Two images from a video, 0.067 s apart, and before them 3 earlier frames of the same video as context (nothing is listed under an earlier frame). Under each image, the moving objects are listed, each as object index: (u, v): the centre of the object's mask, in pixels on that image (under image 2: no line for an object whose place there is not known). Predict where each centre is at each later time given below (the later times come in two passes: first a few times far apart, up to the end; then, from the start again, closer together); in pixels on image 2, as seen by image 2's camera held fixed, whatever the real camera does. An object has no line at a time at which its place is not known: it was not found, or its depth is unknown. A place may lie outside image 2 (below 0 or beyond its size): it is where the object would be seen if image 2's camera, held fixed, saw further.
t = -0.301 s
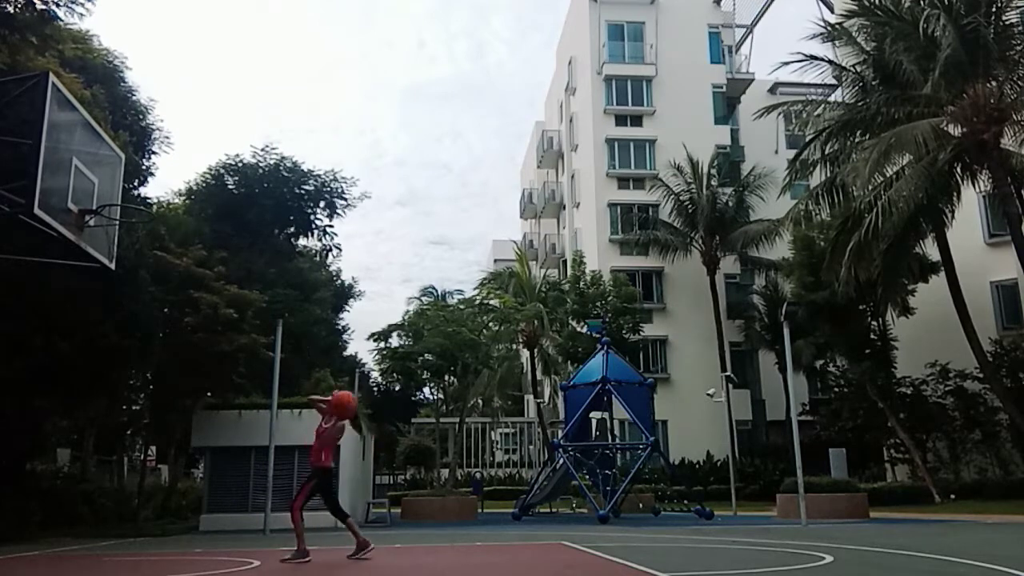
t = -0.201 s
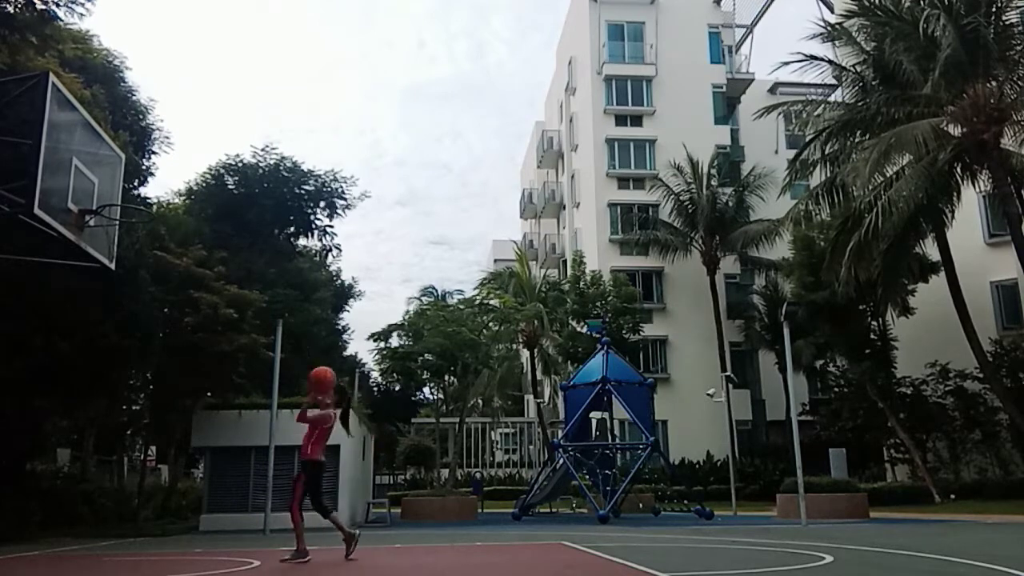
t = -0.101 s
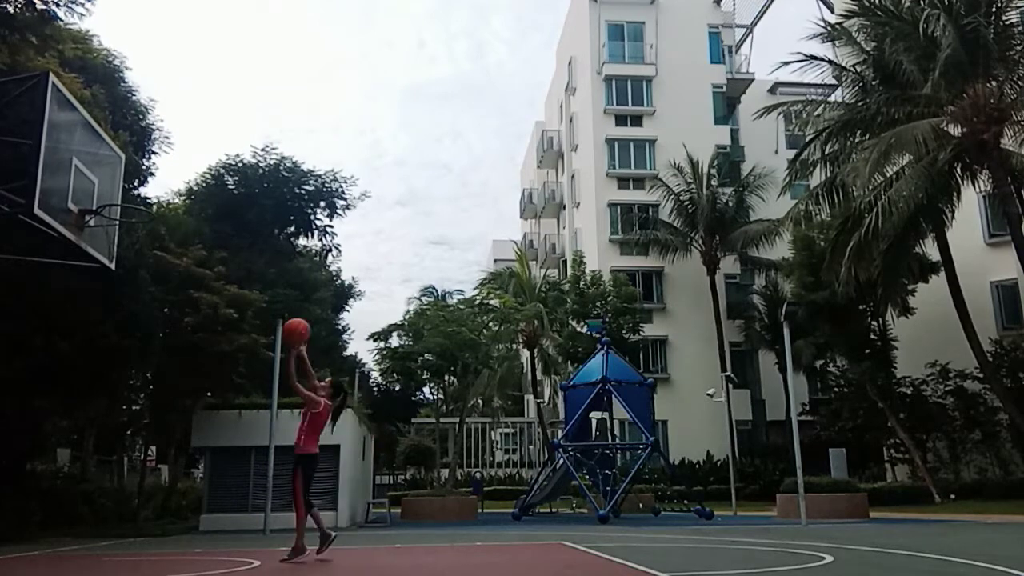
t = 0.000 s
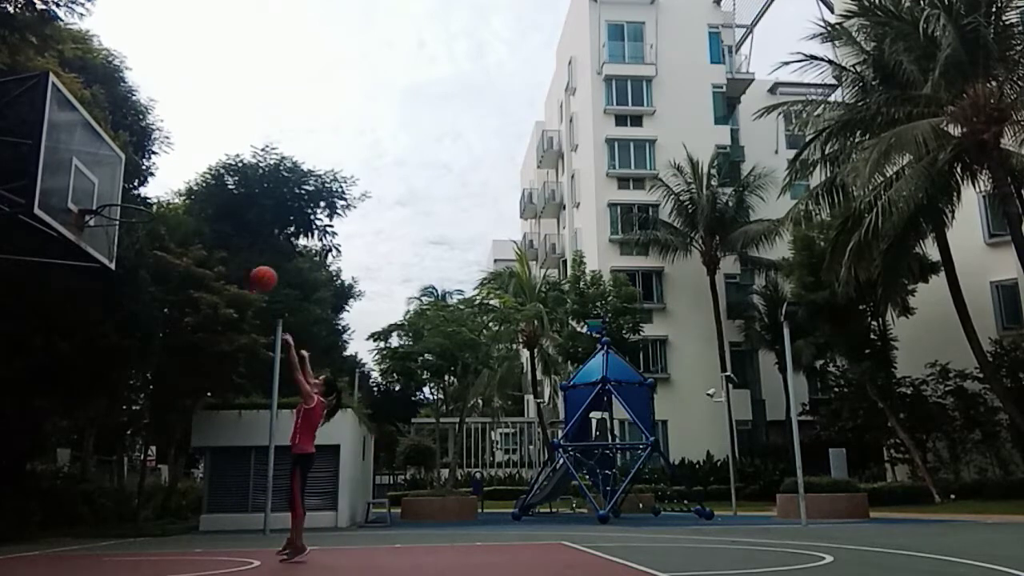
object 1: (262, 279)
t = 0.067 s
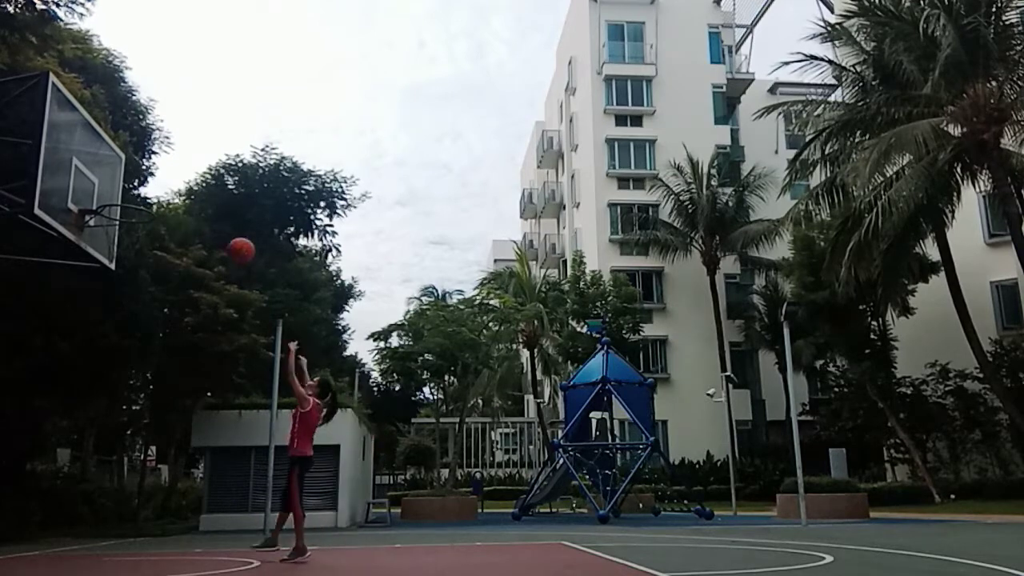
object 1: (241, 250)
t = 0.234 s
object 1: (185, 202)
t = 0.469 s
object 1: (104, 182)
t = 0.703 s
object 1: (136, 213)
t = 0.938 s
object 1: (107, 234)
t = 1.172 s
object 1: (115, 271)
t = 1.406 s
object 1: (116, 368)
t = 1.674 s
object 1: (112, 548)
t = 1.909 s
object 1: (141, 432)
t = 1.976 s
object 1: (148, 411)
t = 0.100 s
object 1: (230, 238)
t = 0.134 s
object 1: (218, 227)
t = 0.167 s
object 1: (208, 217)
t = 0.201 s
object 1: (195, 208)
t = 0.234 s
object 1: (185, 202)
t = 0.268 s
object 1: (173, 196)
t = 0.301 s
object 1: (161, 190)
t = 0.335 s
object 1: (151, 186)
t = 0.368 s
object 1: (139, 183)
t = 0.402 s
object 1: (127, 181)
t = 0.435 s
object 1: (115, 181)
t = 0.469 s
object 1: (104, 182)
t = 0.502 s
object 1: (96, 184)
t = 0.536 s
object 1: (105, 187)
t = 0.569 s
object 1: (114, 191)
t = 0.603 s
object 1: (123, 195)
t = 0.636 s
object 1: (131, 199)
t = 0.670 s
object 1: (139, 211)
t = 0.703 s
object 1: (136, 213)
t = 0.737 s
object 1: (127, 217)
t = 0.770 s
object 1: (120, 220)
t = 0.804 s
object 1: (113, 226)
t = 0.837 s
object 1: (109, 228)
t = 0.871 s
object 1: (108, 229)
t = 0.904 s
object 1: (107, 231)
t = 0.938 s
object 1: (107, 234)
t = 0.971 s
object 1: (107, 236)
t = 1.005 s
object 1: (108, 240)
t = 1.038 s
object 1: (110, 243)
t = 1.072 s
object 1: (112, 249)
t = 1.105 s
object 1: (112, 256)
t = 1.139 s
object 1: (113, 263)
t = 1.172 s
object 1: (115, 271)
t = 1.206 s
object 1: (116, 282)
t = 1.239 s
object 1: (116, 292)
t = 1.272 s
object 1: (116, 304)
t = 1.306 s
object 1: (117, 318)
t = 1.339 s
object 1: (117, 333)
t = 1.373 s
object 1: (116, 350)
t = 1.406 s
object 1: (116, 368)
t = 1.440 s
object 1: (116, 388)
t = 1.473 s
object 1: (116, 409)
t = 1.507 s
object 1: (116, 433)
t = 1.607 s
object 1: (113, 514)
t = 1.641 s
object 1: (110, 544)
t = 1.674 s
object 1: (112, 548)
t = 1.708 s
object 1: (118, 526)
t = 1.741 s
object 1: (122, 507)
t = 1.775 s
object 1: (126, 489)
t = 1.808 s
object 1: (130, 472)
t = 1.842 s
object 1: (134, 458)
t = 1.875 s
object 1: (137, 443)
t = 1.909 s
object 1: (141, 432)
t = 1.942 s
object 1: (145, 421)
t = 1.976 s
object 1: (148, 411)
